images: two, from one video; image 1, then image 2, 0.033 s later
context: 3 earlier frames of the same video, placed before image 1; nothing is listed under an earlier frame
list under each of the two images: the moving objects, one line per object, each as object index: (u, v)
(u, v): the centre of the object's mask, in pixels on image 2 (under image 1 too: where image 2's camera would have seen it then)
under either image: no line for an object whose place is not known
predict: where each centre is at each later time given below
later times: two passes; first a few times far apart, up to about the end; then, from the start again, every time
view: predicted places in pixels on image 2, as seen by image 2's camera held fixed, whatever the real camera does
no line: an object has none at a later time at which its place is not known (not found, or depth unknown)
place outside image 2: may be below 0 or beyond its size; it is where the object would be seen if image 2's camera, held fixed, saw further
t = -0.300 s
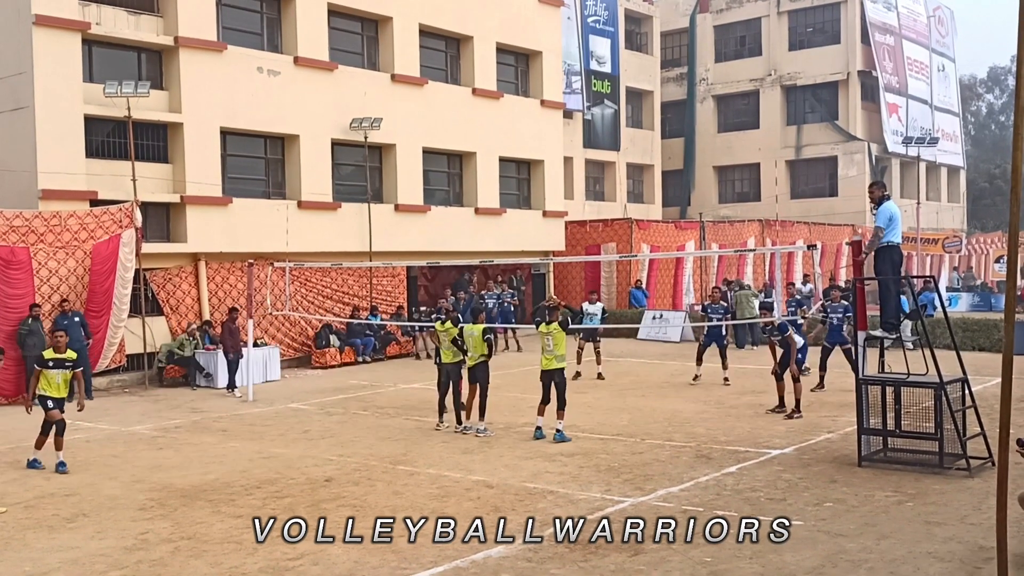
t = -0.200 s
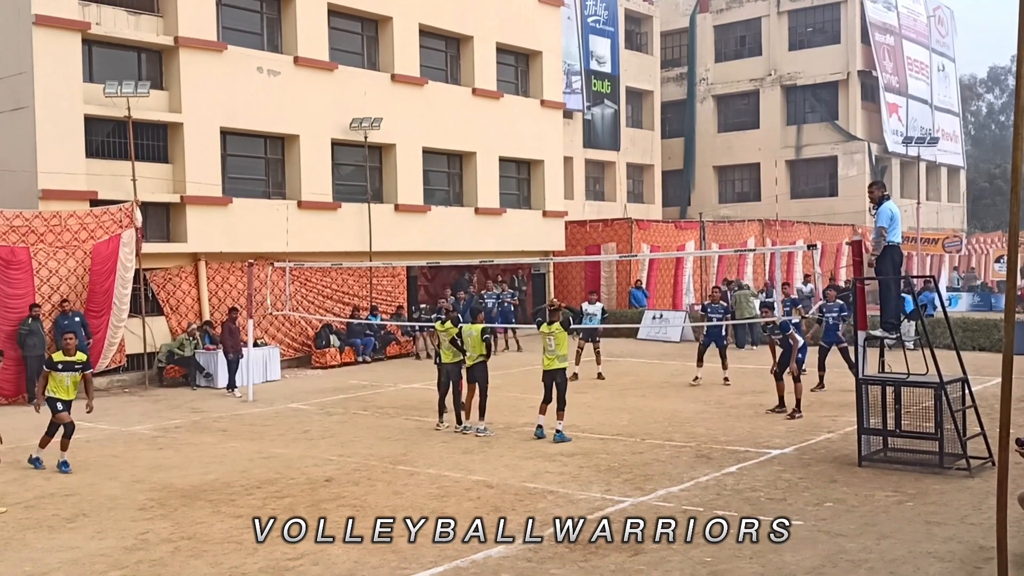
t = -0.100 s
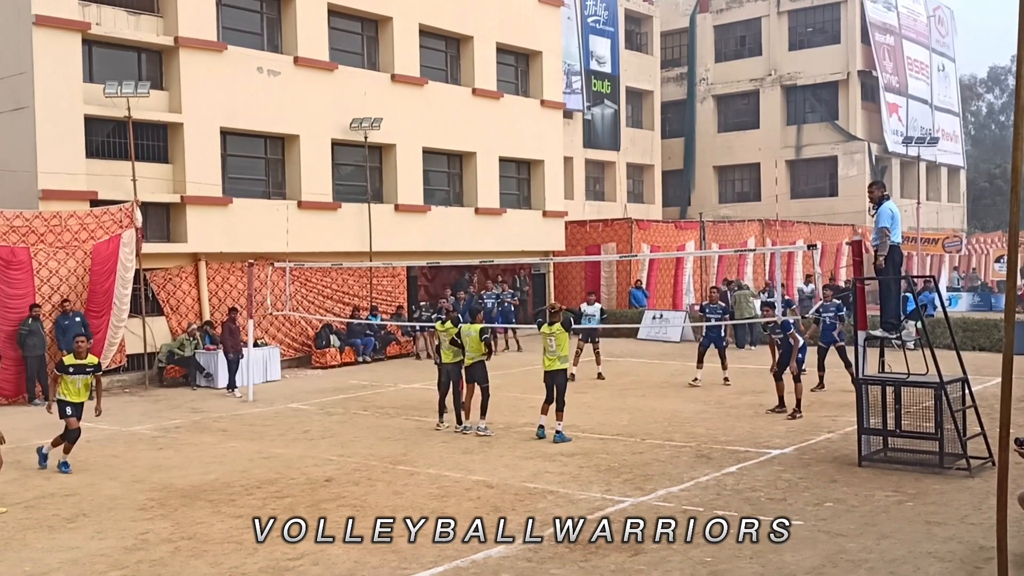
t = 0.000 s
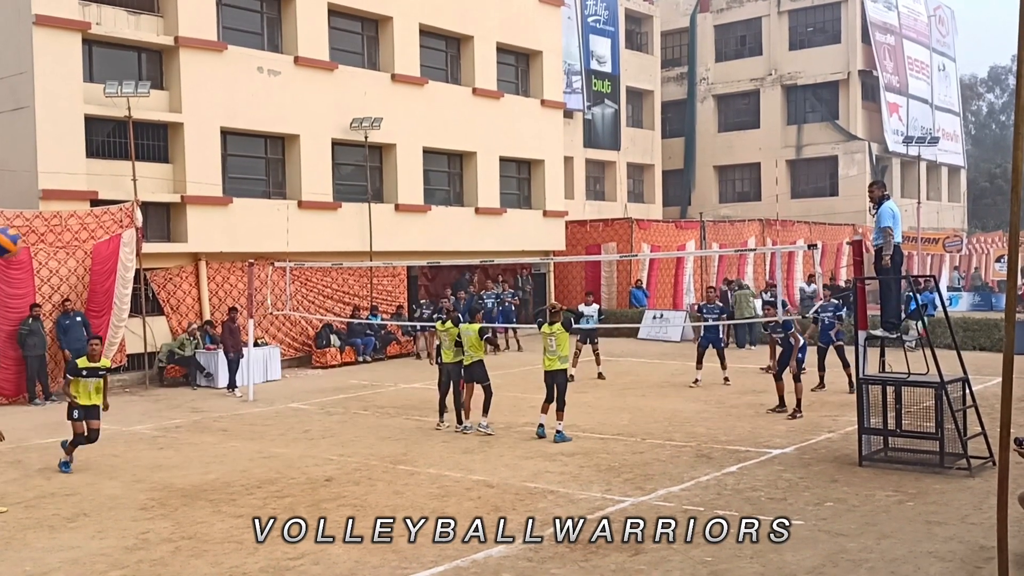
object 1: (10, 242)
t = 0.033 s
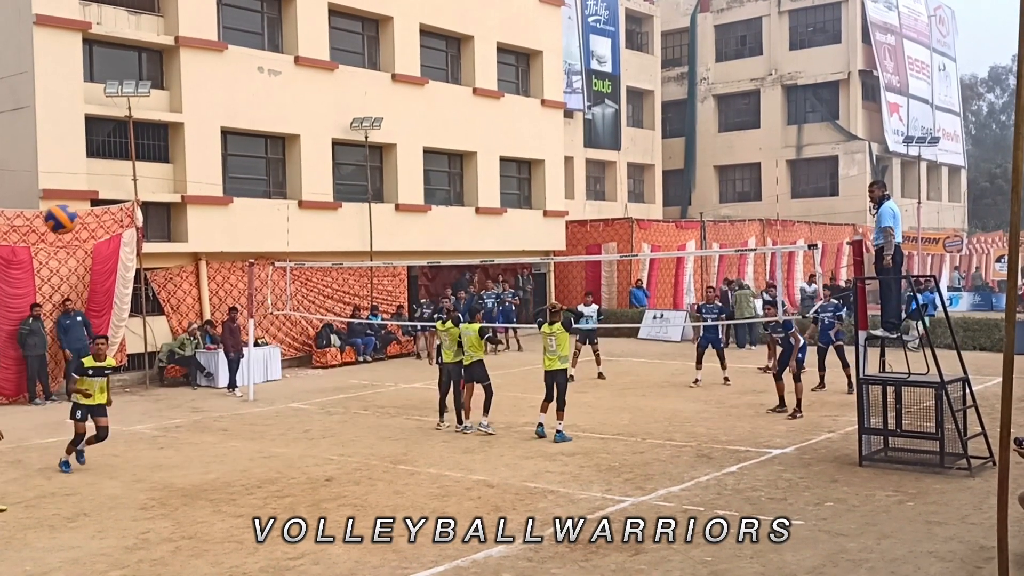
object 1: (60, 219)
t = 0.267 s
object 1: (345, 132)
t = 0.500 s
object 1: (517, 124)
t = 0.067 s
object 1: (112, 199)
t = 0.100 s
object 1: (160, 182)
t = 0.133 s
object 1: (203, 168)
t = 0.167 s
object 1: (243, 155)
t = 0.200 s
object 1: (279, 146)
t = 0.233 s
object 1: (313, 138)
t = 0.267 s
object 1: (345, 132)
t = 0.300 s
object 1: (374, 127)
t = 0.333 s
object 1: (402, 124)
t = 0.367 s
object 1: (428, 122)
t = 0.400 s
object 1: (453, 121)
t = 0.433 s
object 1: (475, 121)
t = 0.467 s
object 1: (497, 122)
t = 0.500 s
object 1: (517, 124)
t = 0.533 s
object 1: (535, 127)
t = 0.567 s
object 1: (553, 131)
